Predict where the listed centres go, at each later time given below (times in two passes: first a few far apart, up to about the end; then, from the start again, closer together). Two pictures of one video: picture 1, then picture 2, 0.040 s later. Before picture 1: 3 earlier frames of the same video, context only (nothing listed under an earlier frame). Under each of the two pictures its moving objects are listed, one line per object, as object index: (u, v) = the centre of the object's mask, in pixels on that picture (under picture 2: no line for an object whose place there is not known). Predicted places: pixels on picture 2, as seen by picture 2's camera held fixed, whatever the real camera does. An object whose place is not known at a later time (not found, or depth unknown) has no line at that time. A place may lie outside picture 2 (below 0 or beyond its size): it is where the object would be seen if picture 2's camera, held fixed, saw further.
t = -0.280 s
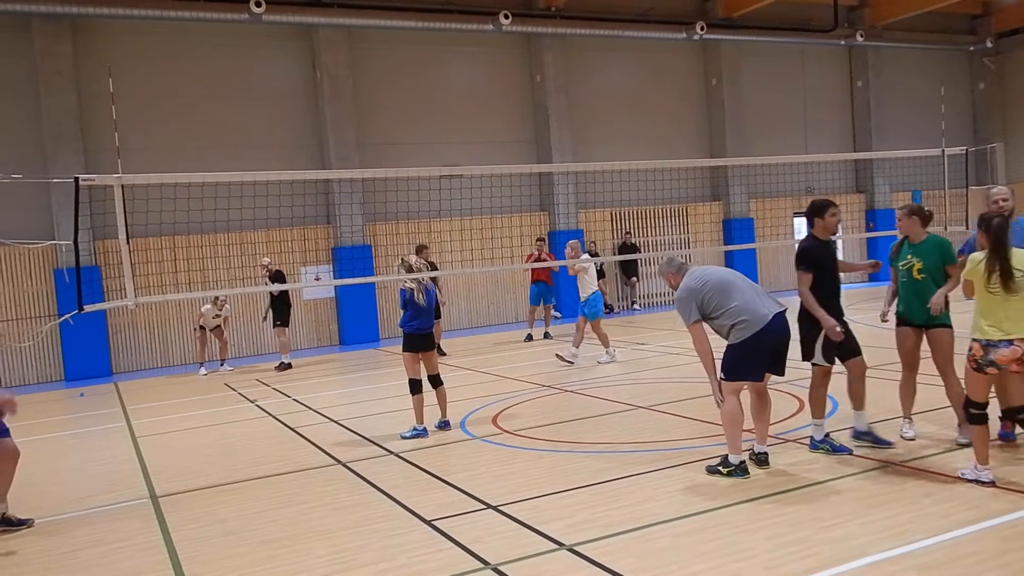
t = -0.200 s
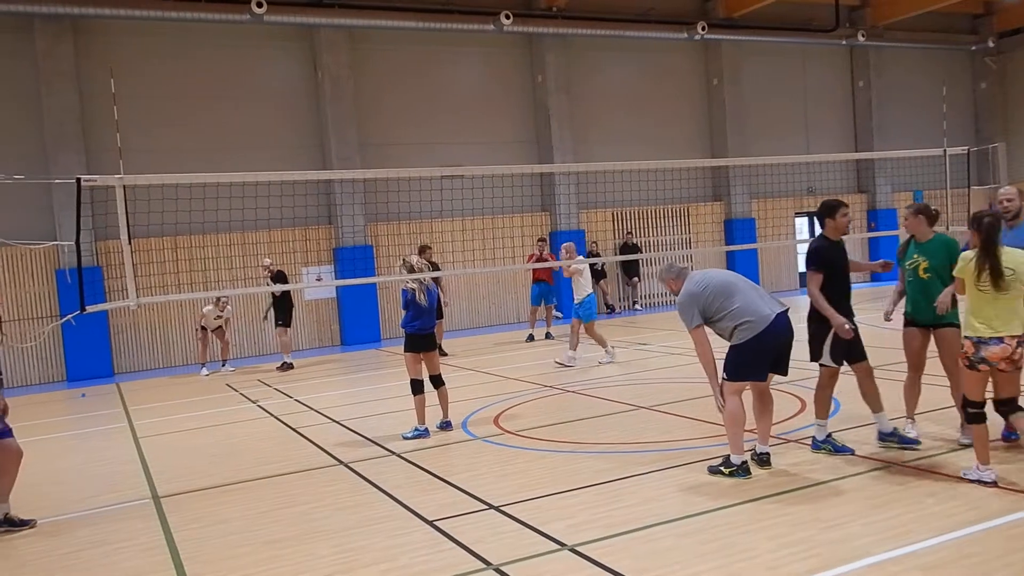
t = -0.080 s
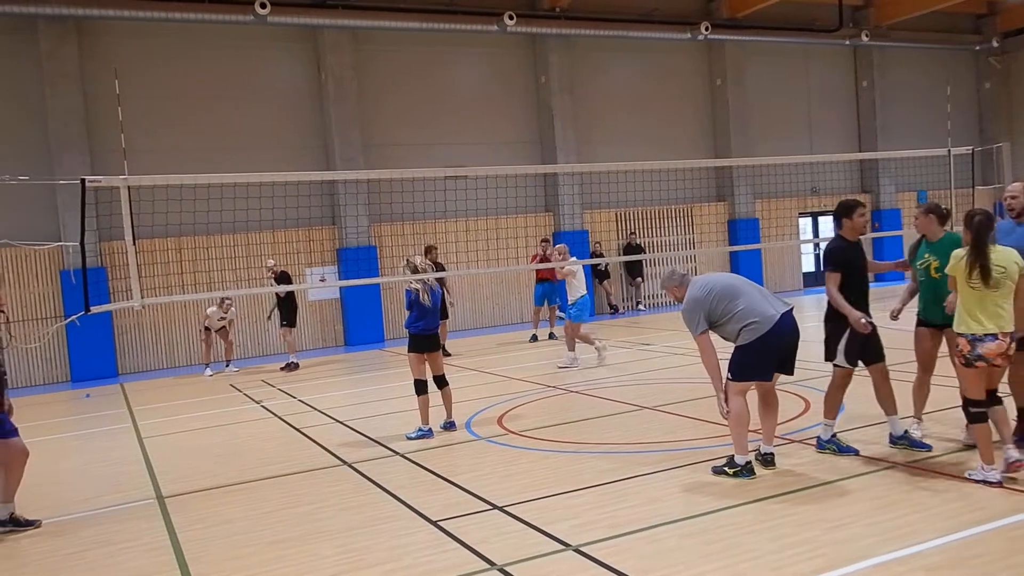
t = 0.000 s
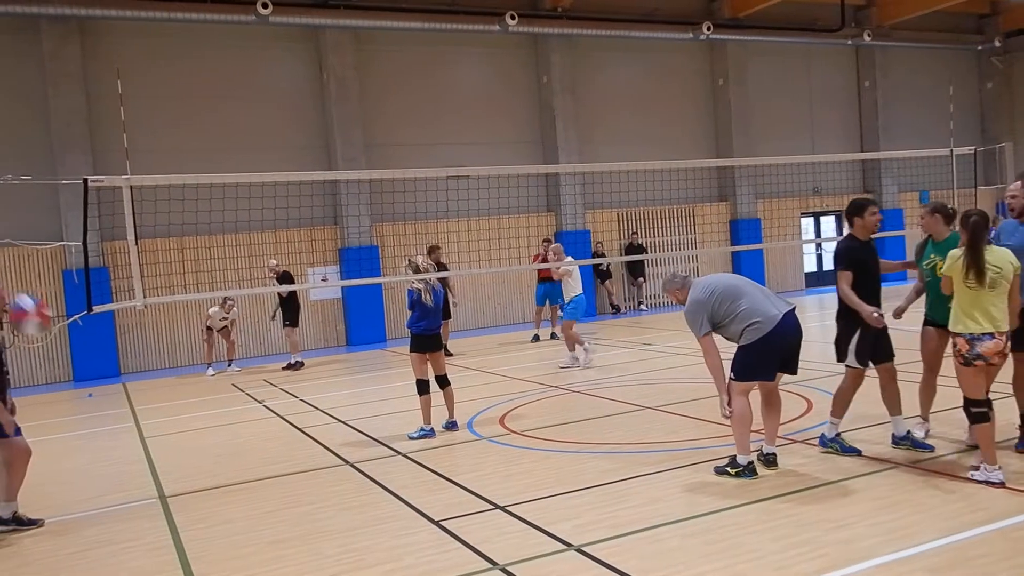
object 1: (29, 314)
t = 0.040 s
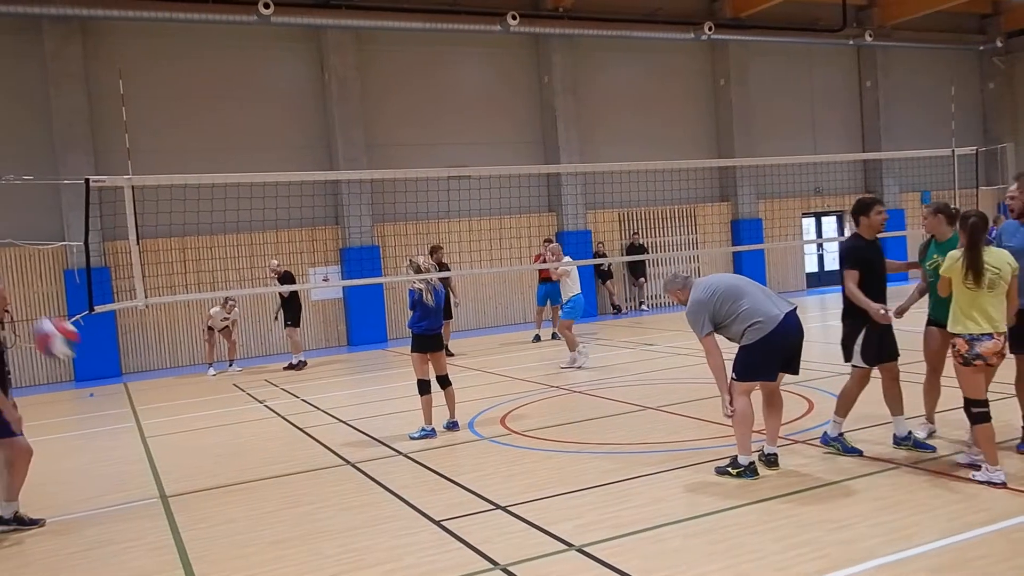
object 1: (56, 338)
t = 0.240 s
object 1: (194, 507)
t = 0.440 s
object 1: (276, 503)
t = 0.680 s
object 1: (329, 386)
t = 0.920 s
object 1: (402, 383)
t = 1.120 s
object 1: (474, 486)
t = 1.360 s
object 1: (555, 570)
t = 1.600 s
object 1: (644, 482)
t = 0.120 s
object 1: (106, 393)
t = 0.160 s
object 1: (136, 430)
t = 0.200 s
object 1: (165, 468)
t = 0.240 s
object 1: (194, 507)
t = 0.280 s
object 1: (224, 554)
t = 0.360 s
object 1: (259, 563)
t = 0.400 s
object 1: (269, 532)
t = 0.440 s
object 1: (276, 503)
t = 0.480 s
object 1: (282, 477)
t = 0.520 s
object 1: (291, 453)
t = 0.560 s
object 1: (300, 431)
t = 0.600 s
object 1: (311, 412)
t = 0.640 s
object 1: (319, 397)
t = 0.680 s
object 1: (329, 386)
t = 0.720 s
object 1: (341, 377)
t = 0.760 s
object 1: (352, 372)
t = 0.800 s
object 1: (364, 369)
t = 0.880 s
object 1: (388, 375)
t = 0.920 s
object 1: (402, 383)
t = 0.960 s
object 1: (415, 395)
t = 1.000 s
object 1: (429, 411)
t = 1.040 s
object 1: (445, 432)
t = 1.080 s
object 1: (461, 459)
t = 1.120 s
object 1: (474, 486)
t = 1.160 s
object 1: (489, 520)
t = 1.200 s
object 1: (500, 557)
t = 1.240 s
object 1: (524, 578)
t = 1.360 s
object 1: (555, 570)
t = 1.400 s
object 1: (572, 557)
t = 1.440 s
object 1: (585, 537)
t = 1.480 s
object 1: (599, 517)
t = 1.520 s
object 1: (614, 502)
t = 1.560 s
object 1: (628, 490)
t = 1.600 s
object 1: (644, 482)
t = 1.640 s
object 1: (660, 477)
